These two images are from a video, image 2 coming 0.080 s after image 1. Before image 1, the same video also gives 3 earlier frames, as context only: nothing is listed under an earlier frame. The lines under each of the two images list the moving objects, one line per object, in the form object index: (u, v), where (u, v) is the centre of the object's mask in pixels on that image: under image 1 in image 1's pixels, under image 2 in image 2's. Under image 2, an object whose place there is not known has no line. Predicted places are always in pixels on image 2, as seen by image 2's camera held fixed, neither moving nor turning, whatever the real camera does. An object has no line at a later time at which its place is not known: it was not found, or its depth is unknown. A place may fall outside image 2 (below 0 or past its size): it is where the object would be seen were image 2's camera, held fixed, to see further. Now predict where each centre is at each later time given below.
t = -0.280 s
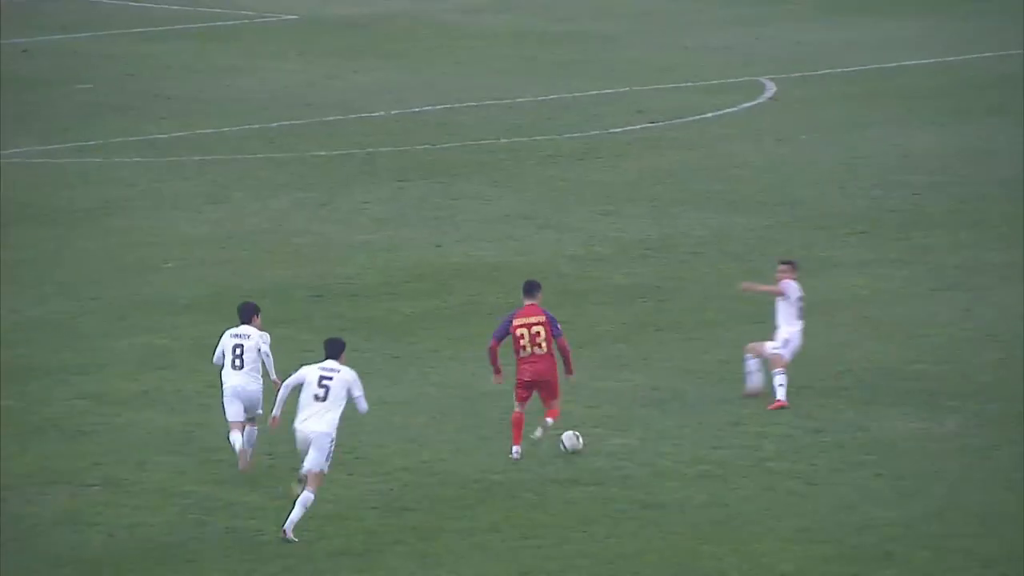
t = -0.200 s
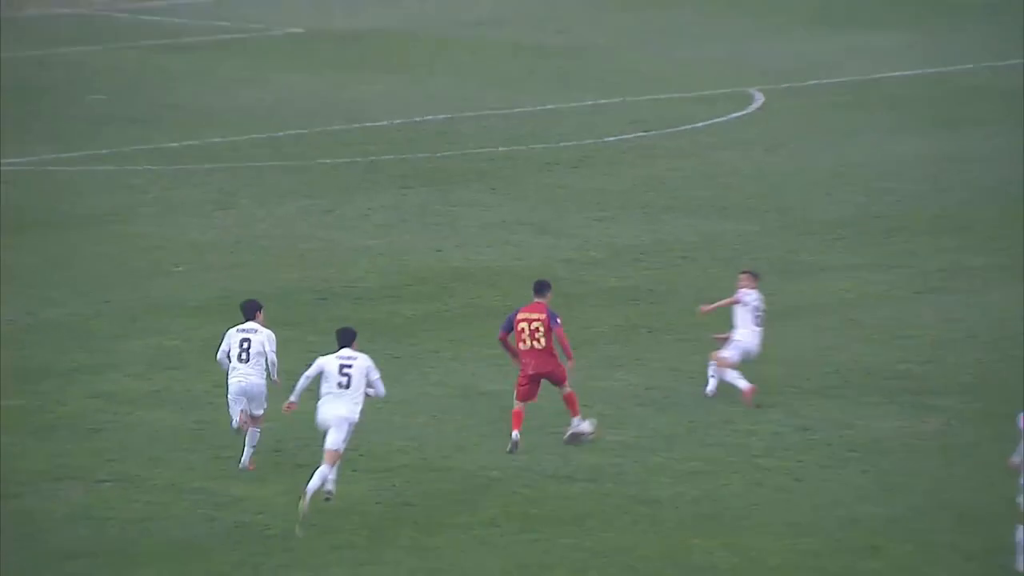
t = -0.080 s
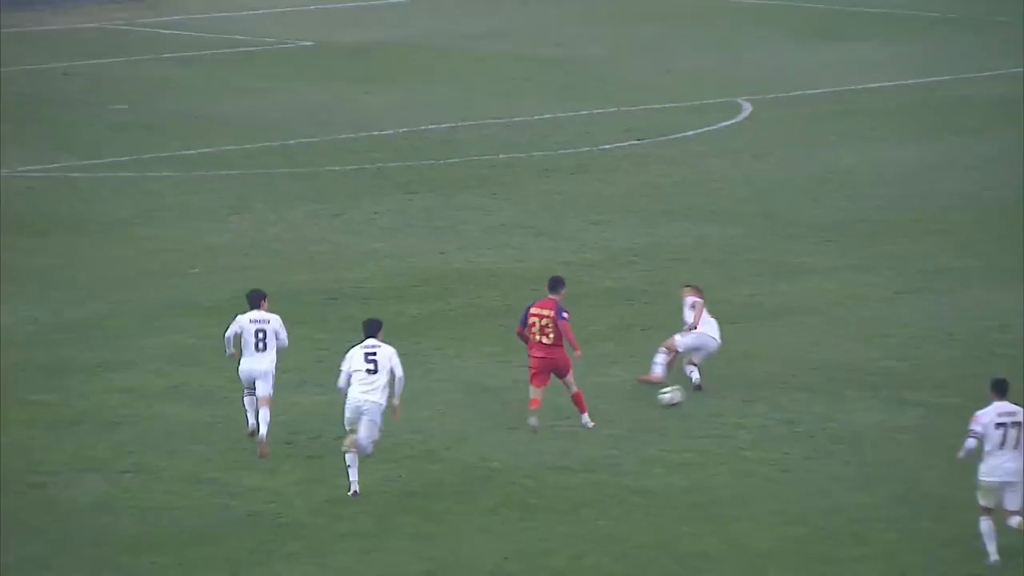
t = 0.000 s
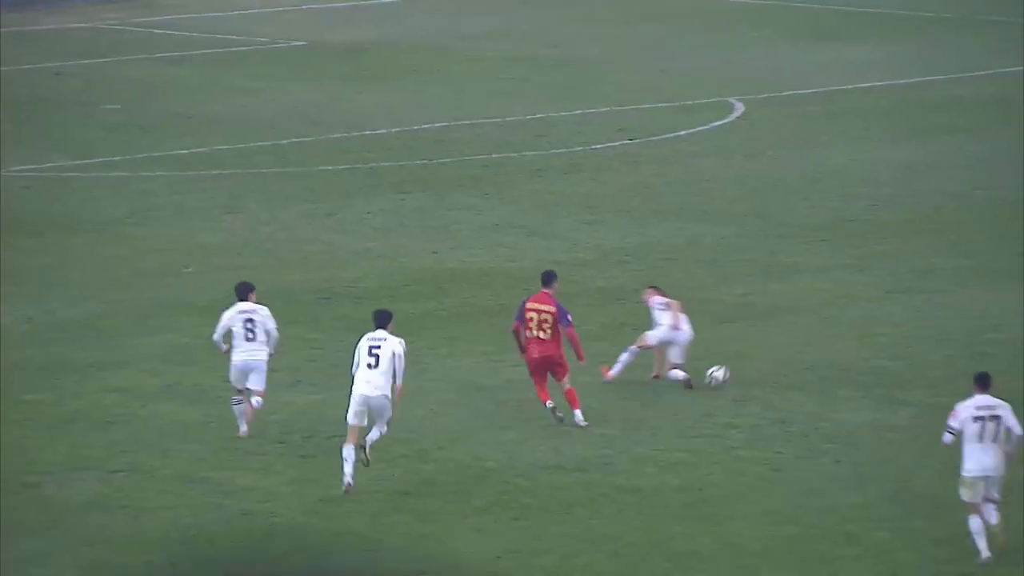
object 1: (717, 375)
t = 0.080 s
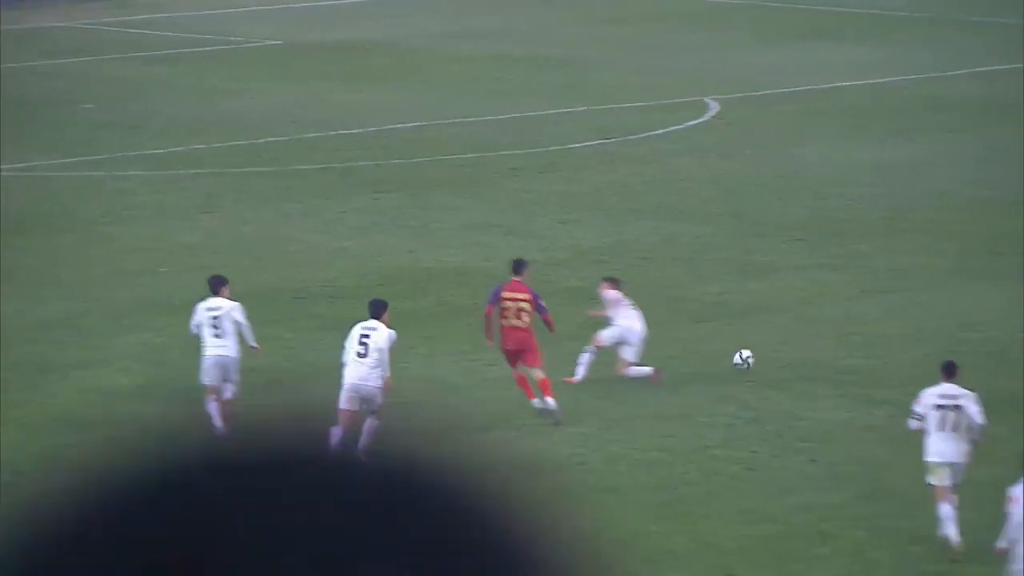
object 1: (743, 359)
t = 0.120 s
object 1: (769, 353)
